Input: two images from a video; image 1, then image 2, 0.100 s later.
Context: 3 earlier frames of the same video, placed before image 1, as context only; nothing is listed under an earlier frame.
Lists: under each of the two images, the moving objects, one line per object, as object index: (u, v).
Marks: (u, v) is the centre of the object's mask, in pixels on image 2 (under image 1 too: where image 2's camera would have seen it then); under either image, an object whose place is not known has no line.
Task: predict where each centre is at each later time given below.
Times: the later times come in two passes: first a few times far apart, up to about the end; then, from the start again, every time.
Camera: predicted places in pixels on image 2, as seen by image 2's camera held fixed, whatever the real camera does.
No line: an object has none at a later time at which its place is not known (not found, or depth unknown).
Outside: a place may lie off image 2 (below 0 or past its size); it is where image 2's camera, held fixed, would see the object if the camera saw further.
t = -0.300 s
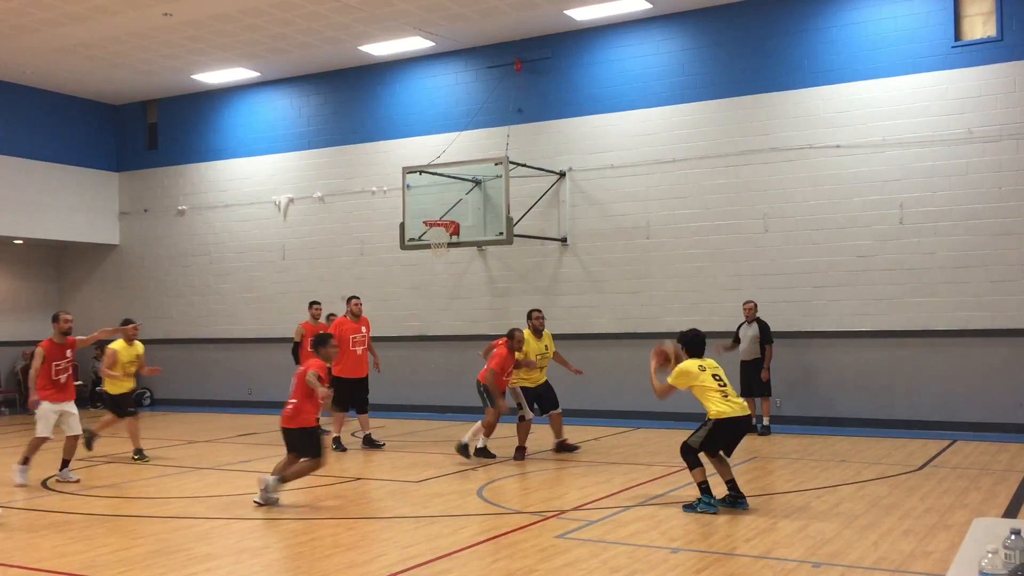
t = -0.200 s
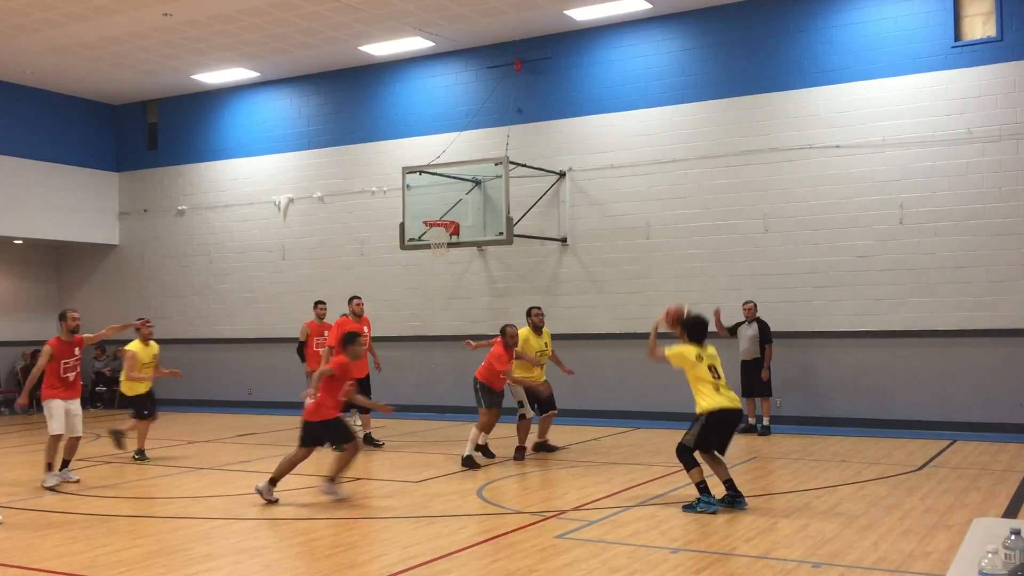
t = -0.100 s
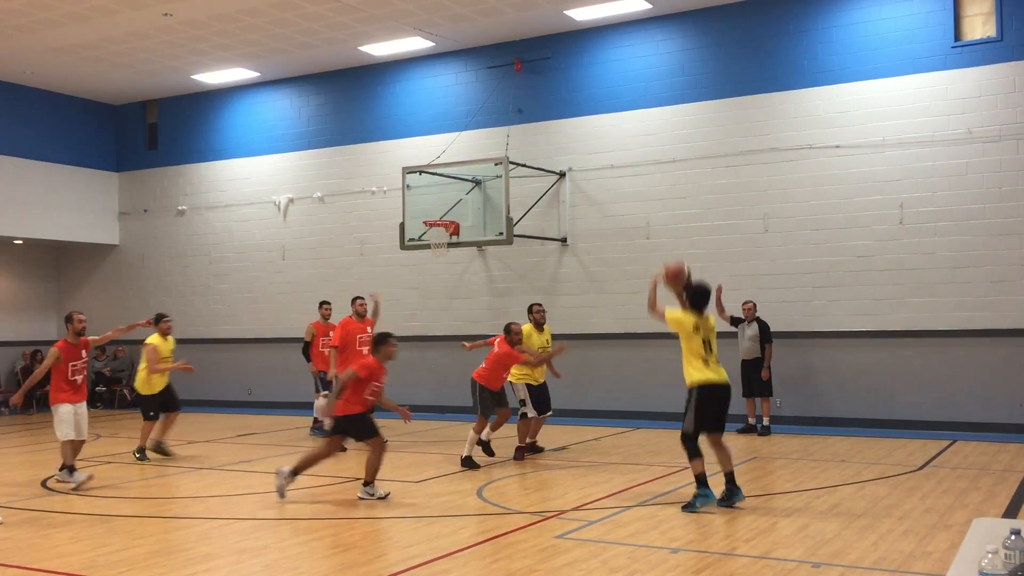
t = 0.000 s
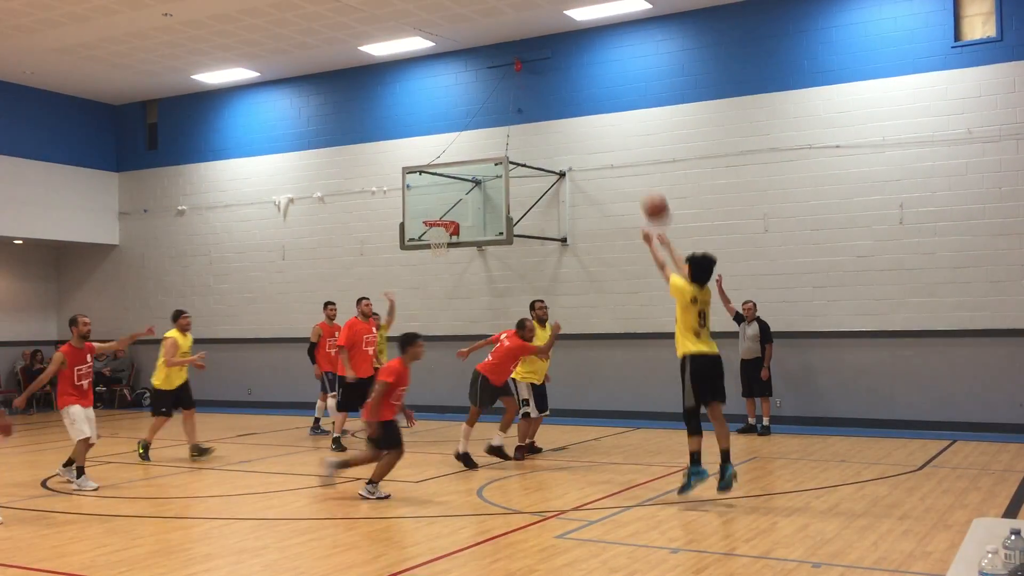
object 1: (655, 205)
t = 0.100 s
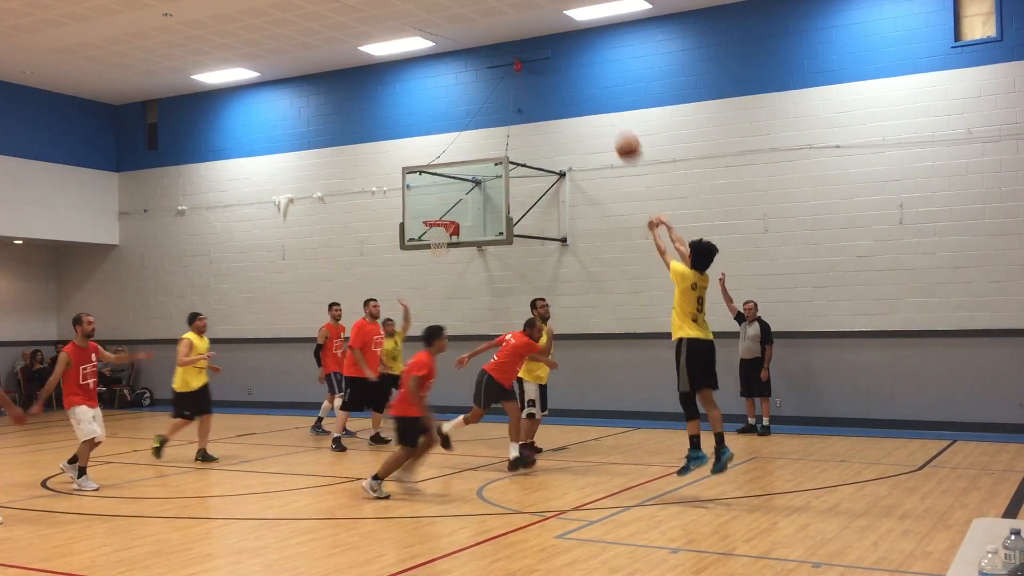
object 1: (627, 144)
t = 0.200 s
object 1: (603, 97)
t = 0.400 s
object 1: (560, 46)
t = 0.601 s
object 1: (525, 31)
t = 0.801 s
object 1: (494, 51)
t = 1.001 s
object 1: (468, 98)
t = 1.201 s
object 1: (445, 166)
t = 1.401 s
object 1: (430, 239)
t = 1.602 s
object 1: (439, 272)
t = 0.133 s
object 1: (619, 128)
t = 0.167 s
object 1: (611, 111)
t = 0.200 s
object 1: (603, 97)
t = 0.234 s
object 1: (596, 87)
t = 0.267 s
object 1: (588, 76)
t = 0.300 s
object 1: (581, 67)
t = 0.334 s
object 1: (574, 59)
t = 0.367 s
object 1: (567, 52)
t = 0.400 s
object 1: (560, 46)
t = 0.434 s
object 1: (554, 41)
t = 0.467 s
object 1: (548, 37)
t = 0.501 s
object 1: (542, 35)
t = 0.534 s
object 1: (536, 33)
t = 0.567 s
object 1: (531, 32)
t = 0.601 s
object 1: (525, 31)
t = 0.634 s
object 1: (519, 33)
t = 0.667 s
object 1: (514, 36)
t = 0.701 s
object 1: (508, 38)
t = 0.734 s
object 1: (504, 41)
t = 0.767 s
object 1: (499, 47)
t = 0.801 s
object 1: (494, 51)
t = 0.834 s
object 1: (490, 57)
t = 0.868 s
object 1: (485, 65)
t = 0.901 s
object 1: (481, 72)
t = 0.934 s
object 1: (476, 80)
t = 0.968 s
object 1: (472, 88)
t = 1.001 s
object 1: (468, 98)
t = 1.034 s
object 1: (464, 108)
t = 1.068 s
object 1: (460, 118)
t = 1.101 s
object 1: (457, 129)
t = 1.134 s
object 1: (453, 141)
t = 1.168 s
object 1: (449, 153)
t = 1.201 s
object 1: (445, 166)
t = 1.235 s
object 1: (442, 179)
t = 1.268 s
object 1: (438, 193)
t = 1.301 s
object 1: (436, 206)
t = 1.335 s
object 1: (432, 221)
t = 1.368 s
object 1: (430, 235)
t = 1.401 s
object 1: (430, 239)
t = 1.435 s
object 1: (432, 243)
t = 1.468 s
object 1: (433, 247)
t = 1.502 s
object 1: (435, 254)
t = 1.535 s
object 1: (436, 258)
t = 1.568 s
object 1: (437, 264)
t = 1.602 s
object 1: (439, 272)
